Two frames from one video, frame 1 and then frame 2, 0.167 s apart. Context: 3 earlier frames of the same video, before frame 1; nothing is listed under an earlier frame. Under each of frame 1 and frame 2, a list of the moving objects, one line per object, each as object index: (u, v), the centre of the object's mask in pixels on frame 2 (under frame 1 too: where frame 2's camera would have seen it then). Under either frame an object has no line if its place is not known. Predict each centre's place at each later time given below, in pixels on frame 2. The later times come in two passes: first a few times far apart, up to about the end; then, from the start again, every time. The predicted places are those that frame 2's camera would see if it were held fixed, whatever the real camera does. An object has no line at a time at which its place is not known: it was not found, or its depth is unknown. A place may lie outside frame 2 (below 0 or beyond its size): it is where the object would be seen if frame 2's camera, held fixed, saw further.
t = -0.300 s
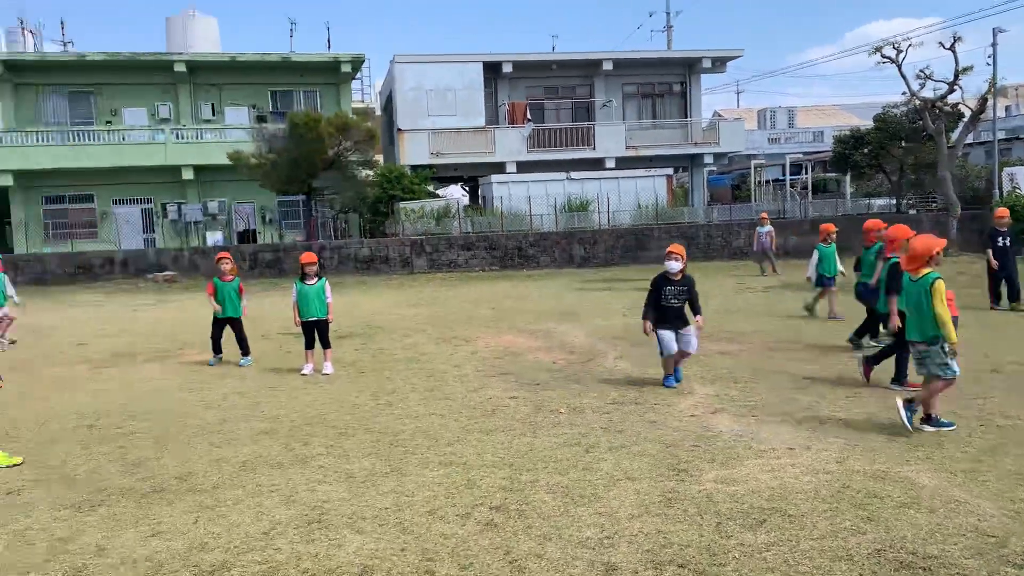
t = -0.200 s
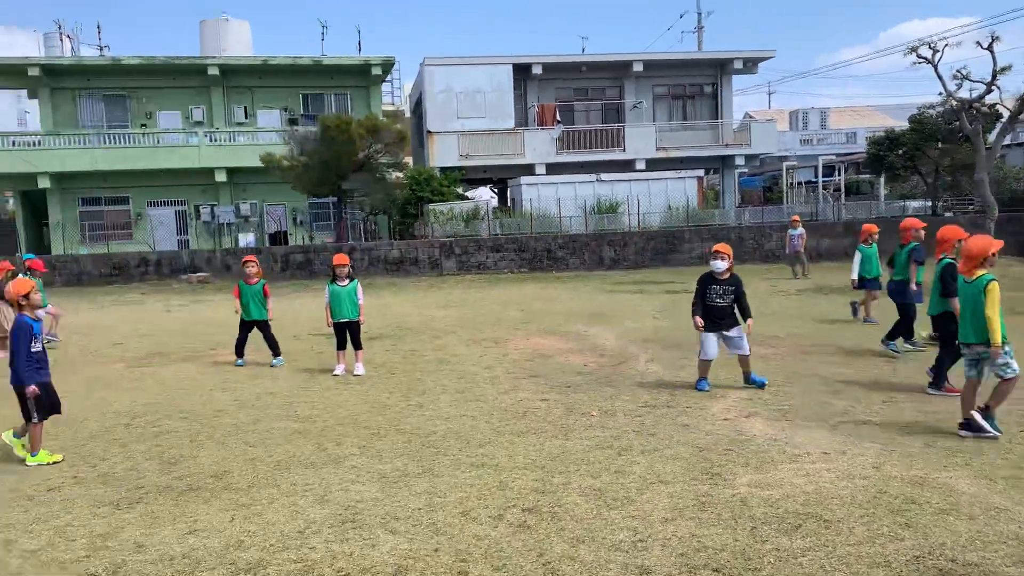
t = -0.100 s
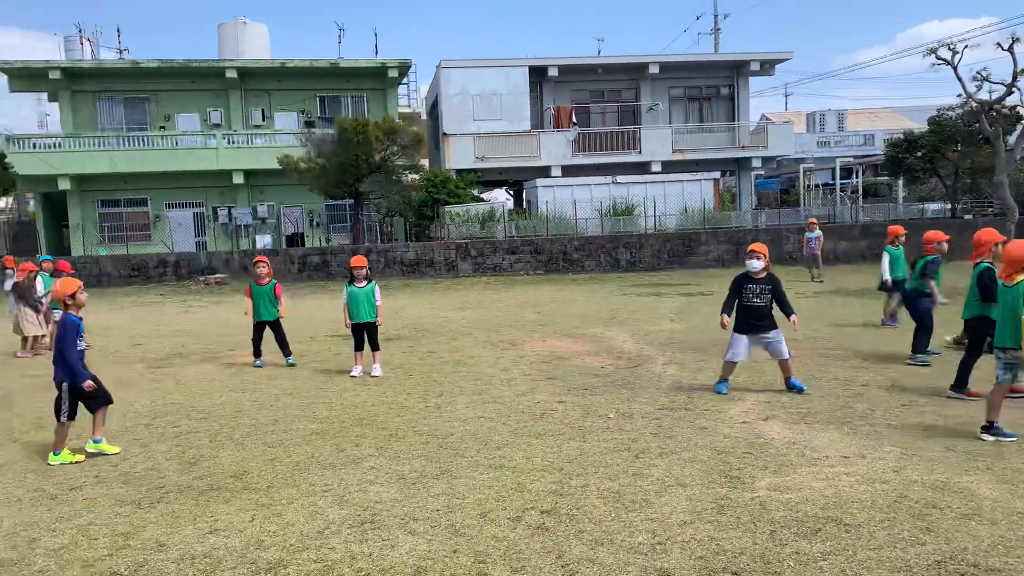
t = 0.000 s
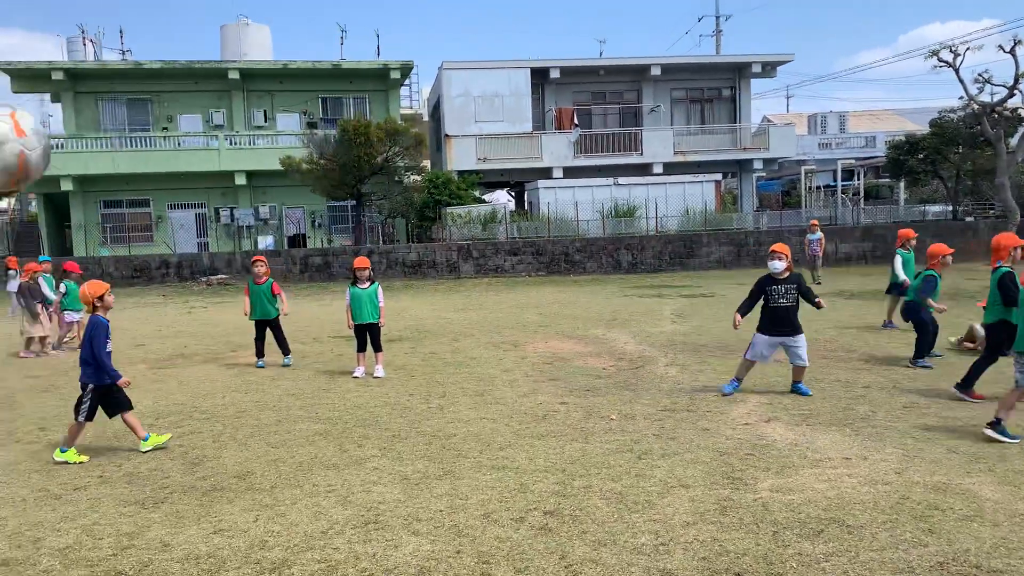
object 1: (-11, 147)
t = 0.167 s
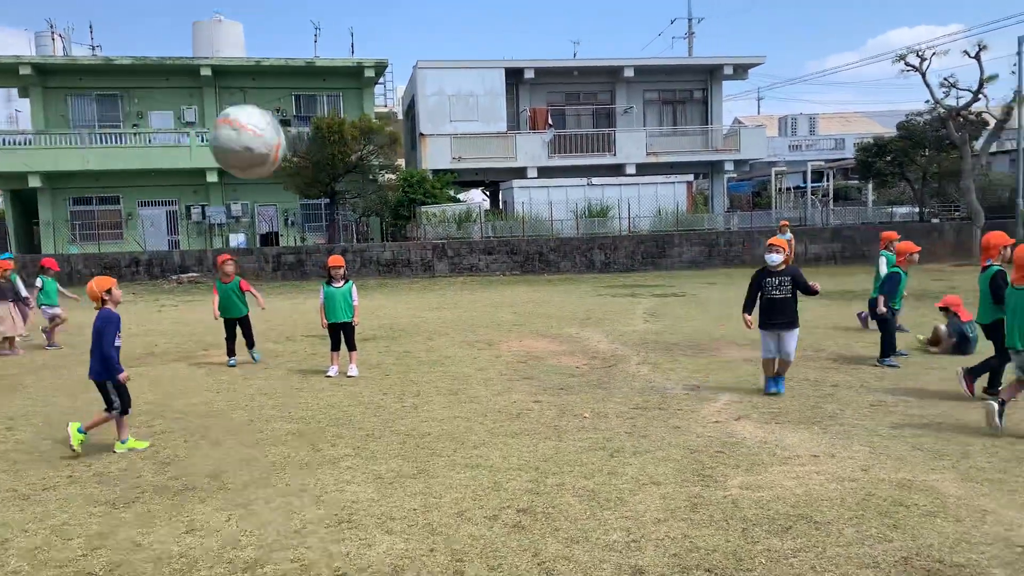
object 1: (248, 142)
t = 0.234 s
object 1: (332, 168)
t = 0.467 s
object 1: (555, 329)
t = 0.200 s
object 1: (291, 154)
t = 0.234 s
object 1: (332, 168)
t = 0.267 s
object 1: (370, 185)
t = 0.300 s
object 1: (405, 204)
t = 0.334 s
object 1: (438, 226)
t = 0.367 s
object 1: (470, 249)
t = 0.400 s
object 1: (501, 274)
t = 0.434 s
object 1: (529, 301)
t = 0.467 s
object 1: (555, 329)
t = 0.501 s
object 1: (582, 359)
